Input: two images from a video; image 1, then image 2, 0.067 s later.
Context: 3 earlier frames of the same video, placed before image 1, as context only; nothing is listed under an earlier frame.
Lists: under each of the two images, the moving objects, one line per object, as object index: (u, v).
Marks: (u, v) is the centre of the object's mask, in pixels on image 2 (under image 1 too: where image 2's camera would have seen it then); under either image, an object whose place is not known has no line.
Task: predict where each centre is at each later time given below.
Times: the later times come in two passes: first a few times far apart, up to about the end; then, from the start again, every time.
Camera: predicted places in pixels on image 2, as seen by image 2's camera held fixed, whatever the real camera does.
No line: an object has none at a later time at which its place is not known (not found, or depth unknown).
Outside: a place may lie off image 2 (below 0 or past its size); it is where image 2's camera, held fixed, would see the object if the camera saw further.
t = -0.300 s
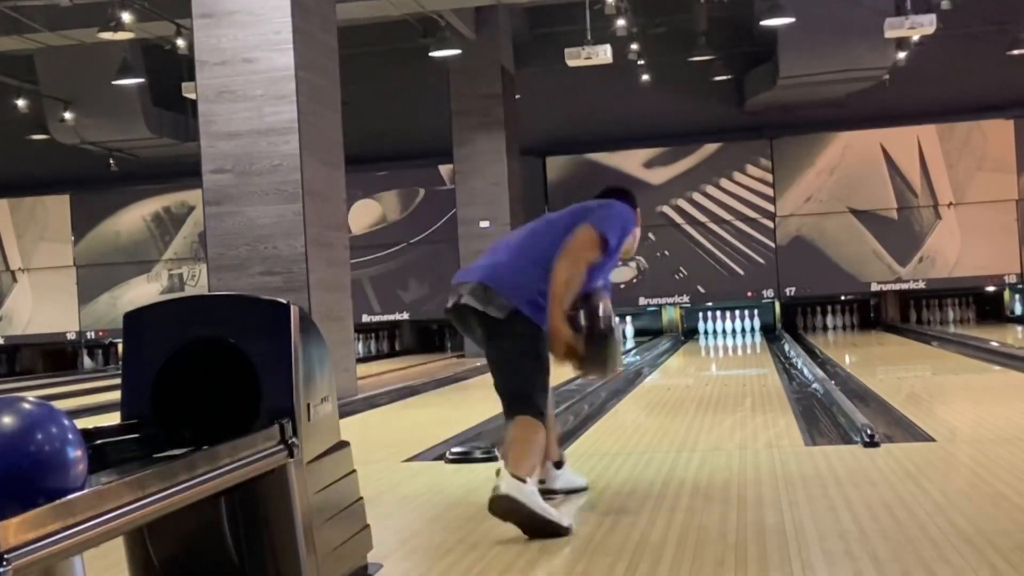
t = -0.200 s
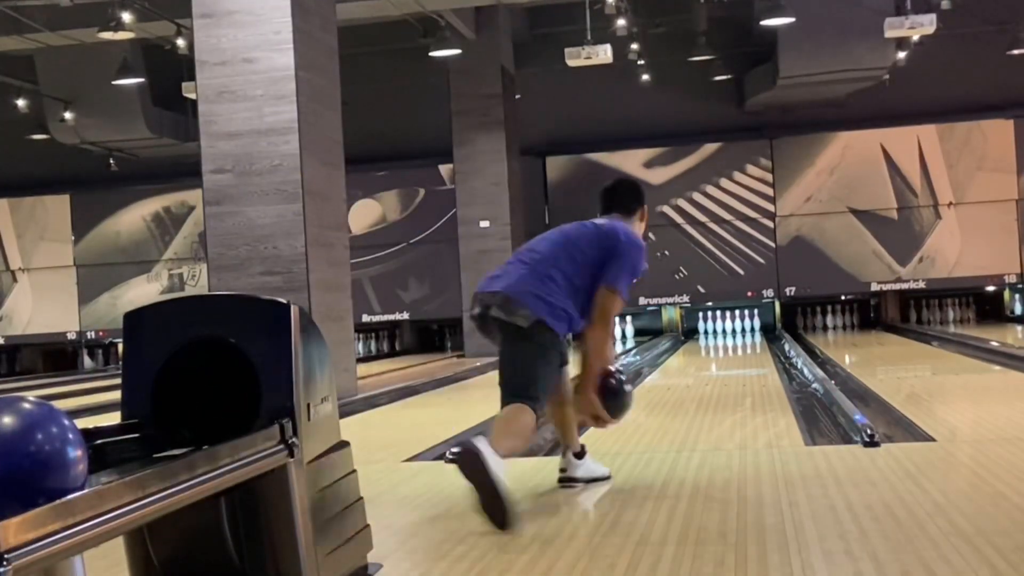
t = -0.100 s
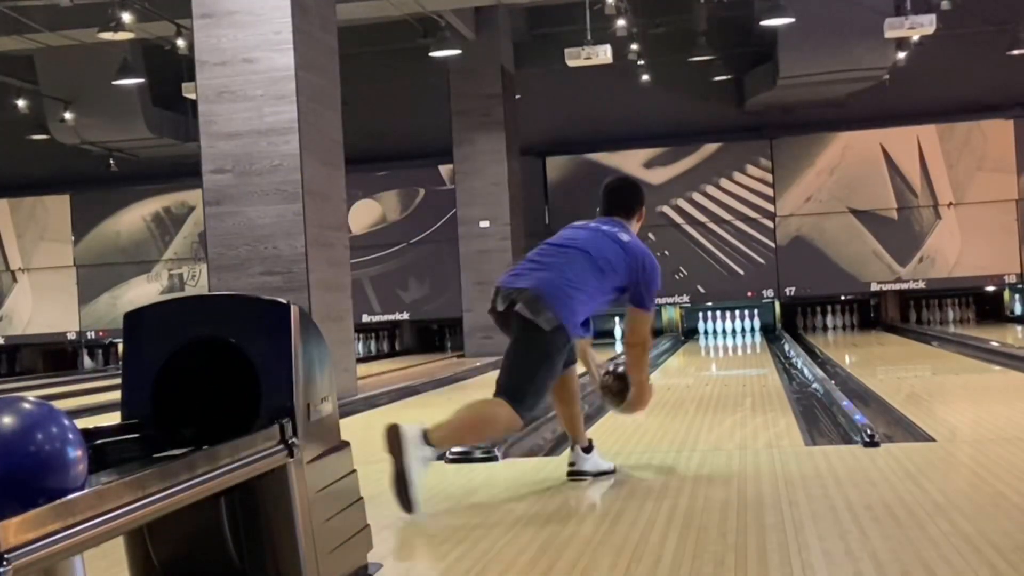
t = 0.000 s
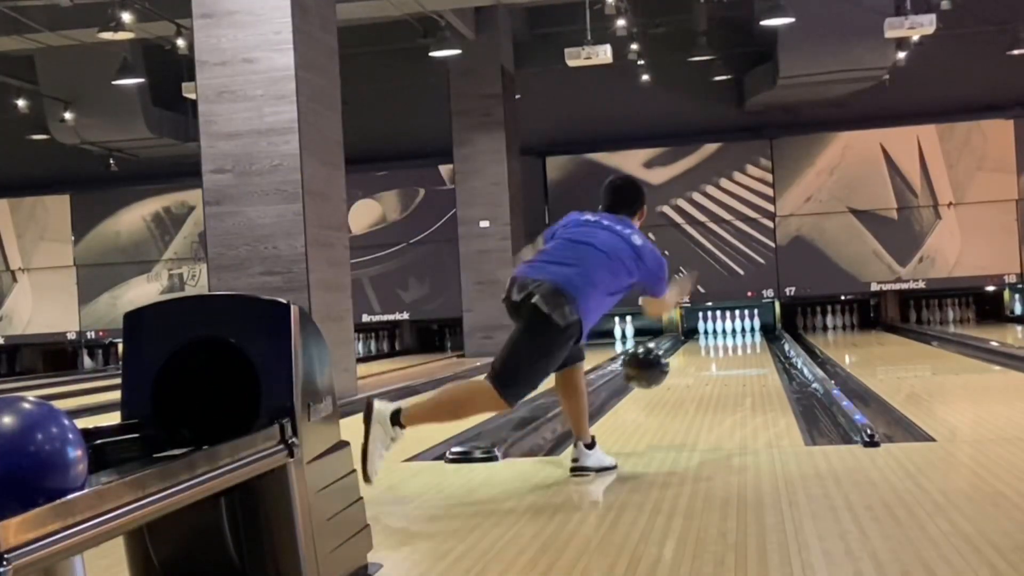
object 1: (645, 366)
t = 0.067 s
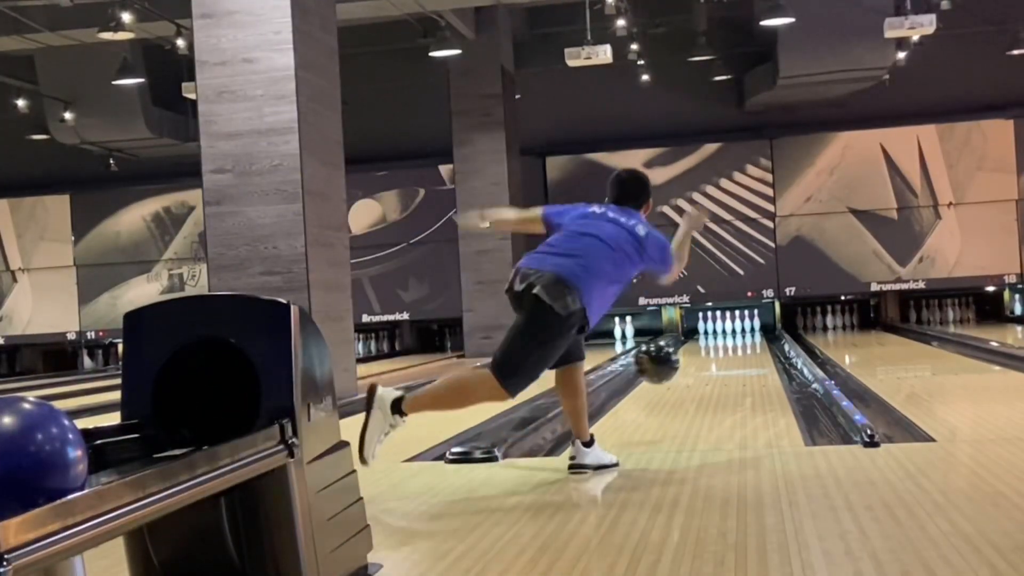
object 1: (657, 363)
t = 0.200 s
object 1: (677, 380)
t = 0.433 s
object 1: (702, 382)
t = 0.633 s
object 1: (715, 370)
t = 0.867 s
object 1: (726, 360)
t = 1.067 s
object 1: (733, 353)
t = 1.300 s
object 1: (738, 347)
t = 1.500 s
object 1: (743, 342)
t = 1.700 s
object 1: (745, 338)
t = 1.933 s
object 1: (746, 335)
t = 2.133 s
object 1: (744, 332)
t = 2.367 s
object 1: (740, 330)
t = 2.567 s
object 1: (735, 329)
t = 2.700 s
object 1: (729, 329)
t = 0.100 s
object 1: (662, 364)
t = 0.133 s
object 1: (667, 367)
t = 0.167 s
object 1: (672, 373)
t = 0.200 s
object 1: (677, 380)
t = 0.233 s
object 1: (682, 388)
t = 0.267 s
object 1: (686, 394)
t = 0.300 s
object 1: (689, 389)
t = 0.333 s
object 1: (693, 386)
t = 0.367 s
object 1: (696, 386)
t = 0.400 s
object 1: (699, 383)
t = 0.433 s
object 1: (702, 382)
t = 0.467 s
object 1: (704, 380)
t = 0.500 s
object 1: (707, 377)
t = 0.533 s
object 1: (709, 375)
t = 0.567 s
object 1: (711, 373)
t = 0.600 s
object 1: (713, 372)
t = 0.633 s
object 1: (715, 370)
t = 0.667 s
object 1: (717, 368)
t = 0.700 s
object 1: (719, 366)
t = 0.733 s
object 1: (720, 365)
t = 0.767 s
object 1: (722, 364)
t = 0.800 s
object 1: (723, 363)
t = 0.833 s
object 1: (725, 362)
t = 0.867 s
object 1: (726, 360)
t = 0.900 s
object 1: (727, 359)
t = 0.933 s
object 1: (728, 358)
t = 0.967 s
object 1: (730, 356)
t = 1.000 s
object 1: (731, 355)
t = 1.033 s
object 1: (732, 354)
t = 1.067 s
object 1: (733, 353)
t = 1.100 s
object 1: (734, 352)
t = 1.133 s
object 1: (735, 351)
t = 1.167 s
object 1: (736, 350)
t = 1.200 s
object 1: (737, 349)
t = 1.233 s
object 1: (737, 348)
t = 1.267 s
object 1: (738, 348)
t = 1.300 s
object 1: (738, 347)
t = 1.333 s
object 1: (740, 346)
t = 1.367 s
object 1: (741, 345)
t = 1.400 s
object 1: (741, 344)
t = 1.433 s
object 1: (742, 343)
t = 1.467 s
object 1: (742, 343)
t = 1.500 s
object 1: (743, 342)
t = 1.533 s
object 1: (743, 341)
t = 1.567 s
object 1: (744, 341)
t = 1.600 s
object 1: (744, 340)
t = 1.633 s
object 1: (744, 340)
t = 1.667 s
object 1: (744, 339)
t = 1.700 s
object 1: (745, 338)
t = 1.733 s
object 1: (745, 338)
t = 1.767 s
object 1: (745, 337)
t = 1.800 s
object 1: (745, 336)
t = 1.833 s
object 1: (745, 336)
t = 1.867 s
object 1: (746, 335)
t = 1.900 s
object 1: (746, 335)
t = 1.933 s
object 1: (746, 335)
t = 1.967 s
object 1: (745, 334)
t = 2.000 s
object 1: (745, 334)
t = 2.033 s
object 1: (745, 333)
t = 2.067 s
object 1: (745, 333)
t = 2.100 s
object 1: (744, 333)
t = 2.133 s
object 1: (744, 332)
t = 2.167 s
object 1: (744, 332)
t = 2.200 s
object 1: (743, 332)
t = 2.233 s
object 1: (743, 331)
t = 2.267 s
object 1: (742, 331)
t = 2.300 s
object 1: (741, 330)
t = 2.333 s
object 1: (741, 330)
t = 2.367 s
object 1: (740, 330)
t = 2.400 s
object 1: (739, 329)
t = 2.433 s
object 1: (738, 329)
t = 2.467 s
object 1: (737, 329)
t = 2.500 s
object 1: (737, 329)
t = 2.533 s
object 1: (736, 329)
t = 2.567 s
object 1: (735, 329)
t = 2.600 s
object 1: (733, 329)
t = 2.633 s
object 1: (731, 328)
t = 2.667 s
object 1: (730, 328)
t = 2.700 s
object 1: (729, 329)
